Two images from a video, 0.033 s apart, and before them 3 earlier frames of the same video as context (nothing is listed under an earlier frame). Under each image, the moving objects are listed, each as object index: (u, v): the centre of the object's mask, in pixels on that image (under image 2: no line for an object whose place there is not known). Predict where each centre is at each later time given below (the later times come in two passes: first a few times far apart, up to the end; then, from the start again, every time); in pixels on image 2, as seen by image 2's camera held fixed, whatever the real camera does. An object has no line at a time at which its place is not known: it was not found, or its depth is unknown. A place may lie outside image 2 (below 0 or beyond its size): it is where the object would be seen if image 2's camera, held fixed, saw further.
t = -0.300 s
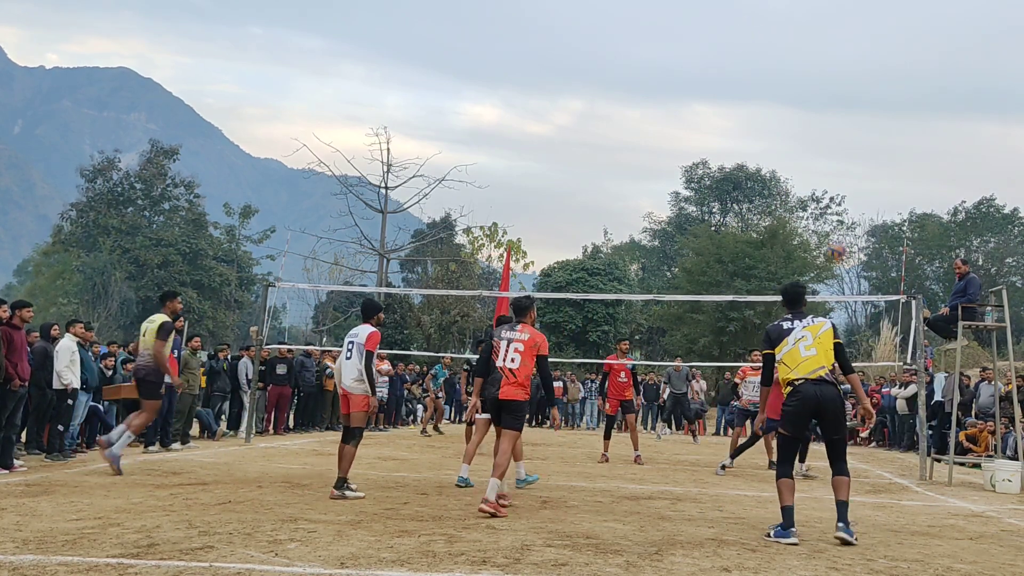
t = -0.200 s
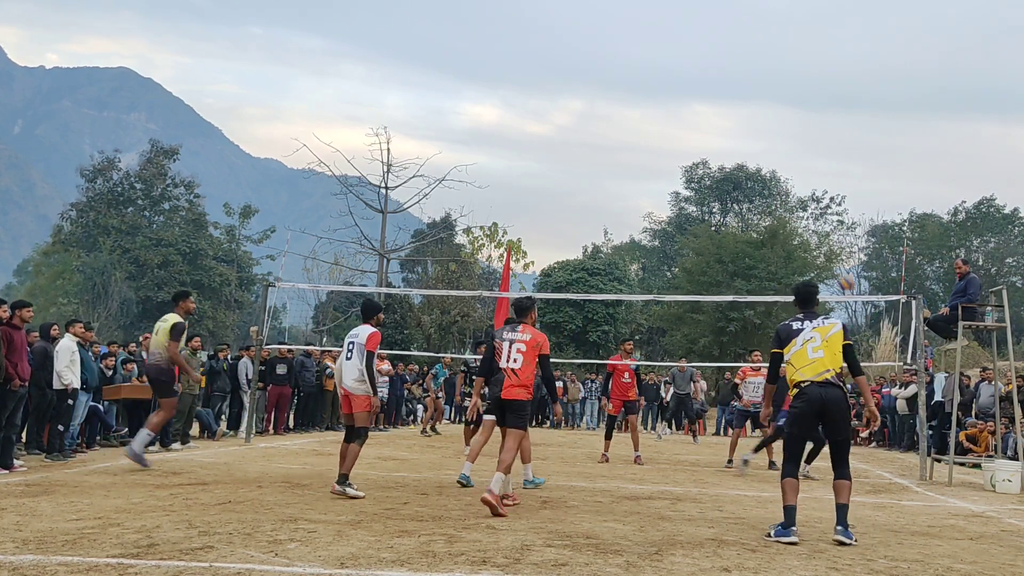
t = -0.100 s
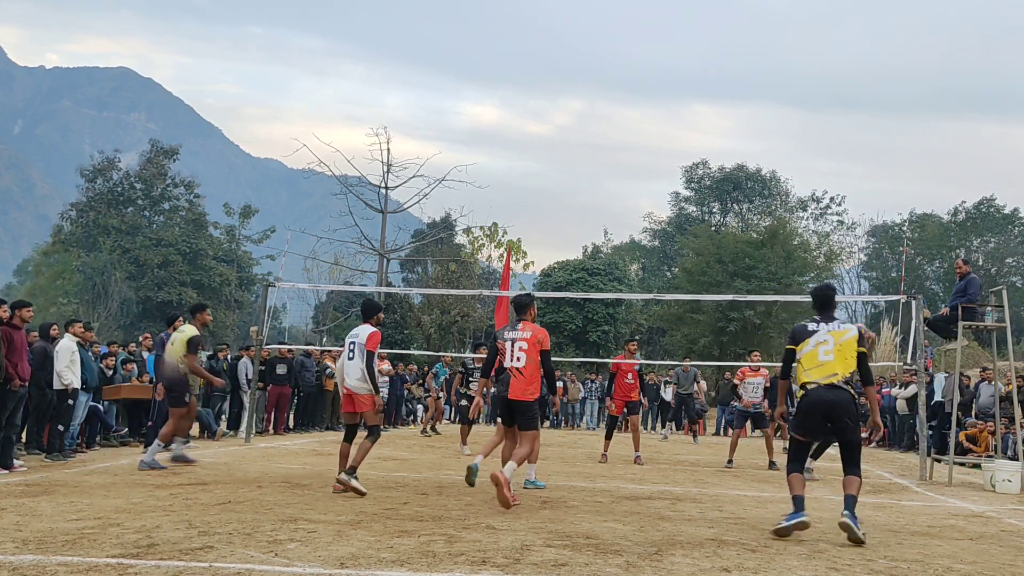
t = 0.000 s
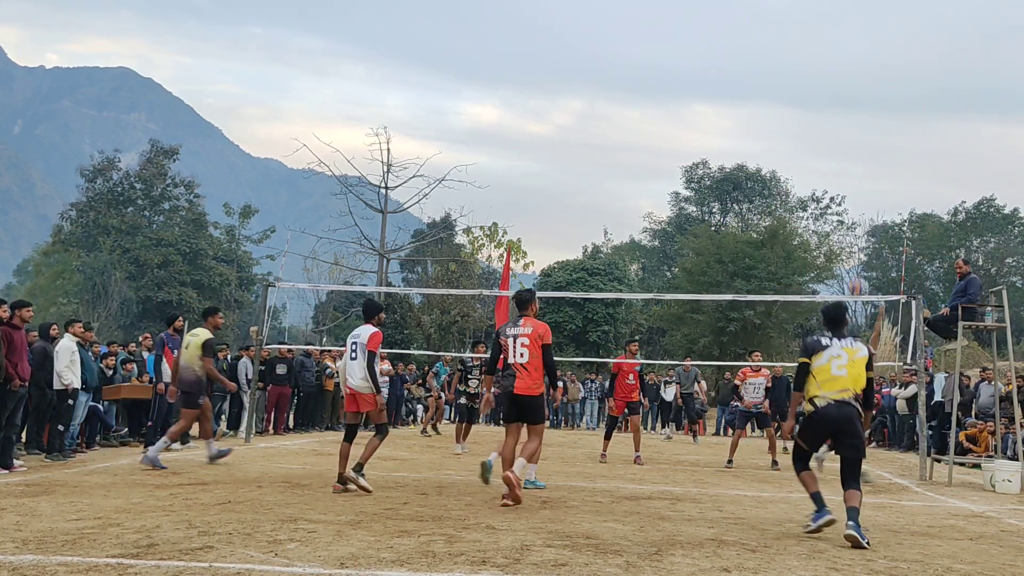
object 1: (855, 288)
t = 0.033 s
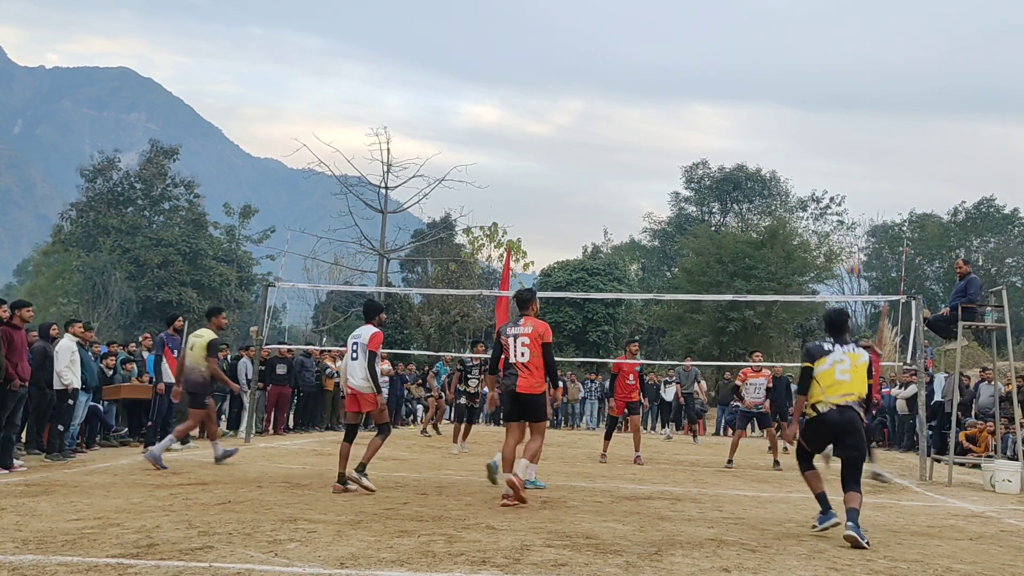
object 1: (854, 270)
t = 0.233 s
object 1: (846, 176)
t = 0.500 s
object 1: (836, 101)
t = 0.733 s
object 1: (826, 78)
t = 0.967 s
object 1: (815, 95)
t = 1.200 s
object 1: (802, 155)
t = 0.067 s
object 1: (853, 252)
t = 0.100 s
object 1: (852, 235)
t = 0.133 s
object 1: (851, 220)
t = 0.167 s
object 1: (850, 204)
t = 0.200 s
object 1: (848, 190)
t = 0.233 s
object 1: (846, 176)
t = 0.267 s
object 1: (845, 164)
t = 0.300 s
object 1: (844, 152)
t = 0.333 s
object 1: (843, 142)
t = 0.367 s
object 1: (842, 132)
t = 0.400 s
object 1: (840, 123)
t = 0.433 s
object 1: (839, 115)
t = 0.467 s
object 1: (838, 107)
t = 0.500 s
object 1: (836, 101)
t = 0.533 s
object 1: (835, 95)
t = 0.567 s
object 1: (834, 90)
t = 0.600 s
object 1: (832, 86)
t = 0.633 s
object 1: (831, 83)
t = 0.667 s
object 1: (829, 80)
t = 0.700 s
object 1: (828, 79)
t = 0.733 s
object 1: (826, 78)
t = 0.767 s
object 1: (825, 78)
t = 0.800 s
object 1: (823, 78)
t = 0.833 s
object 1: (822, 80)
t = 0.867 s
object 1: (820, 82)
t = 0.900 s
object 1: (819, 86)
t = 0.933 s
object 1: (817, 90)
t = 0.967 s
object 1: (815, 95)
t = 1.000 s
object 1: (813, 101)
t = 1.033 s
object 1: (812, 108)
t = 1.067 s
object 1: (810, 116)
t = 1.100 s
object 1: (808, 124)
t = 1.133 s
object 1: (806, 133)
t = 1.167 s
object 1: (804, 144)
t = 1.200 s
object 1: (802, 155)
